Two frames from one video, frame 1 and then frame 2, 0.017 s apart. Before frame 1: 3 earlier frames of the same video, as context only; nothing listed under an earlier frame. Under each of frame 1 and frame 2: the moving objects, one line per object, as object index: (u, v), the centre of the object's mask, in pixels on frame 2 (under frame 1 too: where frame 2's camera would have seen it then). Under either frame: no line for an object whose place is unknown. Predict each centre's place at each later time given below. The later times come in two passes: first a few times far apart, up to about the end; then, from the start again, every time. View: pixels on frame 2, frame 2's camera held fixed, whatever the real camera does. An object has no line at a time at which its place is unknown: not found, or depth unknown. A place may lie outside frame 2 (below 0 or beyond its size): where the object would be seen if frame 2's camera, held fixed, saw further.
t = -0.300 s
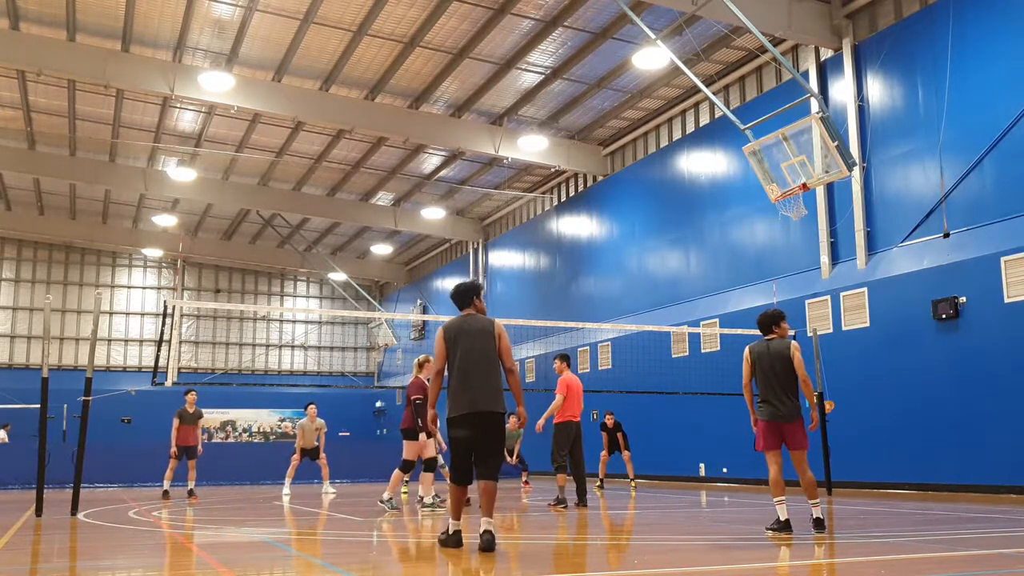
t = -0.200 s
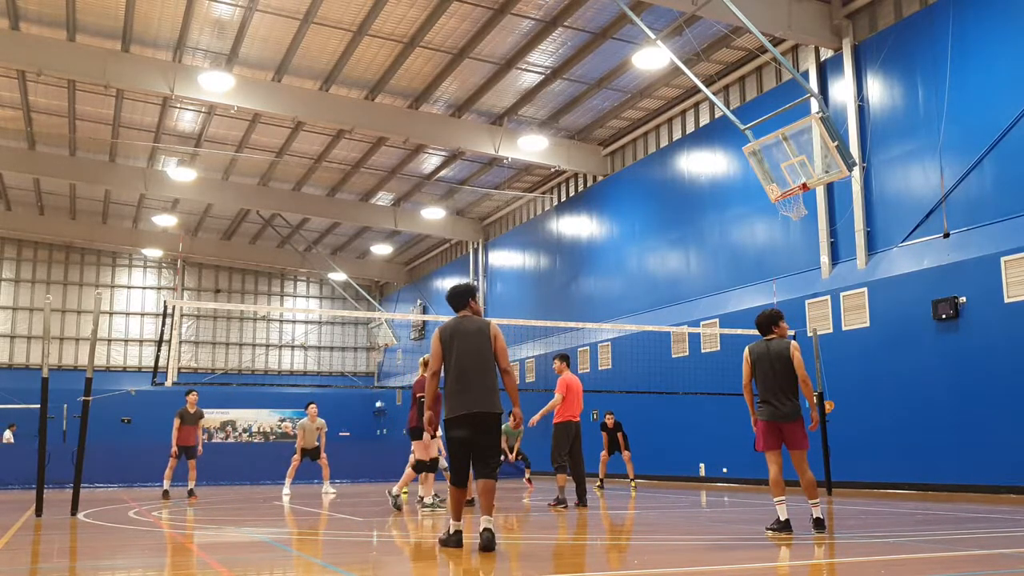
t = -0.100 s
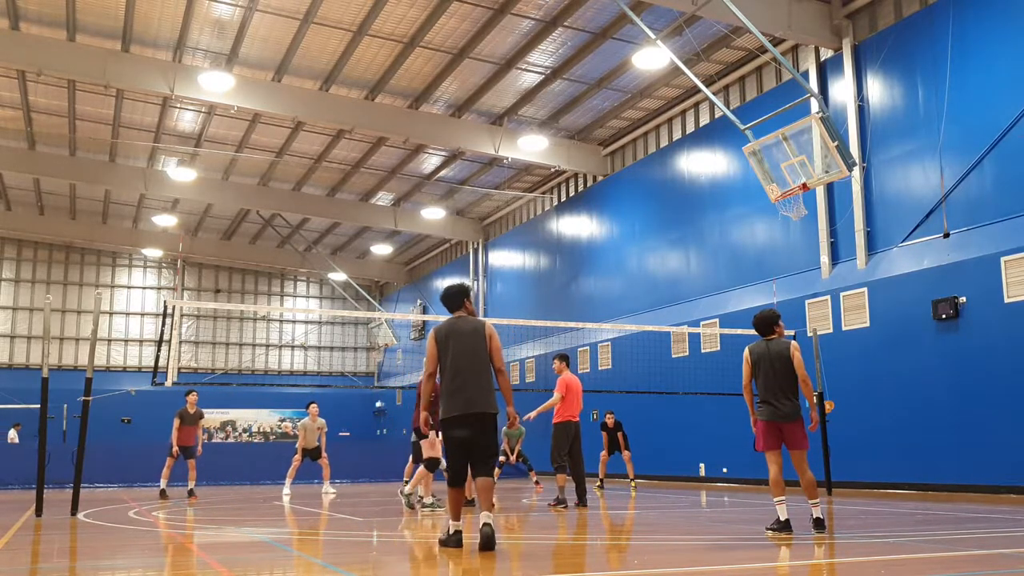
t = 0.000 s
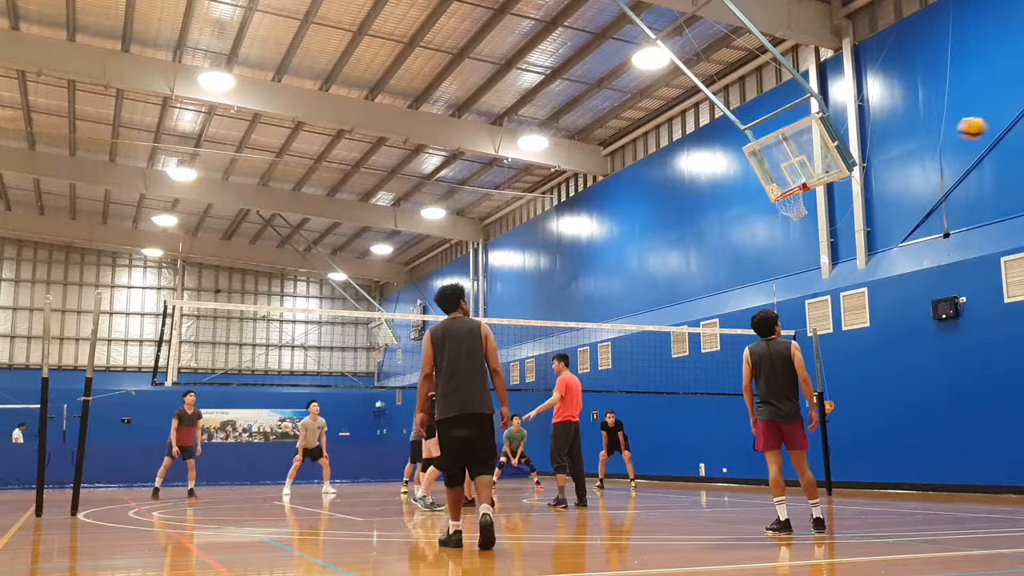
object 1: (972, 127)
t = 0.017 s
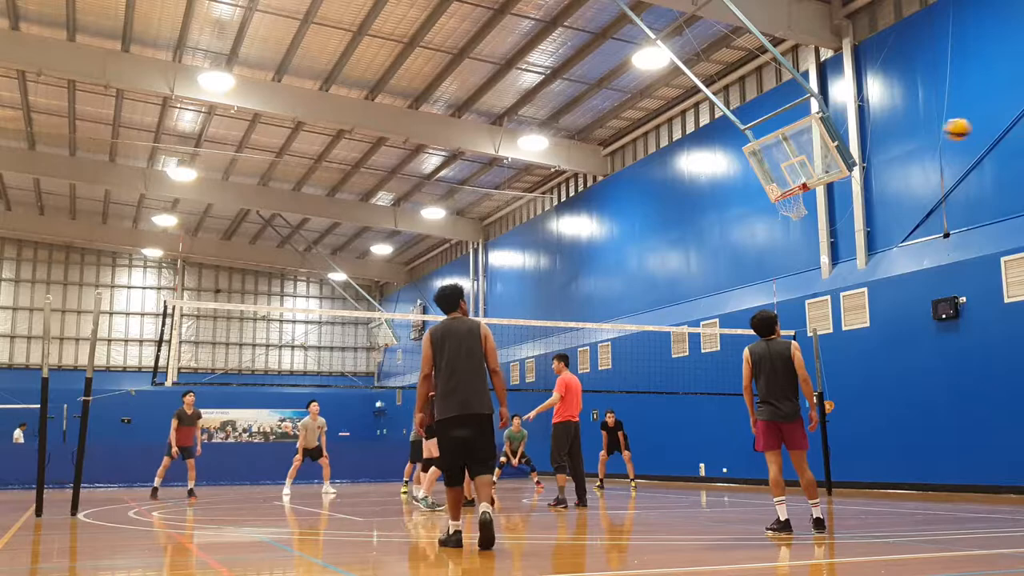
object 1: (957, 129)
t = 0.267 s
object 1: (790, 170)
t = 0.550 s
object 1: (679, 247)
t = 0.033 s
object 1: (942, 130)
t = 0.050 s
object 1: (928, 132)
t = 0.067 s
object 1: (915, 134)
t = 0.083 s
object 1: (903, 136)
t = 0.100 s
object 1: (891, 138)
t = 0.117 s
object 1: (879, 141)
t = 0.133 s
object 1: (869, 143)
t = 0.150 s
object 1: (858, 146)
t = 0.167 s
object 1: (846, 149)
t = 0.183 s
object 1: (837, 152)
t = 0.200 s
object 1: (828, 155)
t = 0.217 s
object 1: (818, 159)
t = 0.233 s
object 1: (809, 162)
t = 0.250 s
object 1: (799, 165)
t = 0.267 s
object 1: (790, 170)
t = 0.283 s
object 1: (783, 174)
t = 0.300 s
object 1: (775, 178)
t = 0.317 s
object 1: (767, 182)
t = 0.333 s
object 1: (758, 187)
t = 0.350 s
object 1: (751, 190)
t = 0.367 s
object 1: (744, 194)
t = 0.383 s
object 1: (737, 198)
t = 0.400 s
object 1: (730, 203)
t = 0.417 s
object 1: (724, 207)
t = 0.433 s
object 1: (717, 212)
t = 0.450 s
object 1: (712, 216)
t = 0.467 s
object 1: (705, 221)
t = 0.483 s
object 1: (700, 226)
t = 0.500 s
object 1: (694, 231)
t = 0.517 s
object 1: (689, 236)
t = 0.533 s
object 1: (683, 241)
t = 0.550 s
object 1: (679, 247)
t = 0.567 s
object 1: (674, 252)
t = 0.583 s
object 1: (668, 257)
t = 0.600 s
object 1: (664, 263)
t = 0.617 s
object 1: (659, 268)
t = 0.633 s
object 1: (655, 274)
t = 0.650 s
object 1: (649, 280)
